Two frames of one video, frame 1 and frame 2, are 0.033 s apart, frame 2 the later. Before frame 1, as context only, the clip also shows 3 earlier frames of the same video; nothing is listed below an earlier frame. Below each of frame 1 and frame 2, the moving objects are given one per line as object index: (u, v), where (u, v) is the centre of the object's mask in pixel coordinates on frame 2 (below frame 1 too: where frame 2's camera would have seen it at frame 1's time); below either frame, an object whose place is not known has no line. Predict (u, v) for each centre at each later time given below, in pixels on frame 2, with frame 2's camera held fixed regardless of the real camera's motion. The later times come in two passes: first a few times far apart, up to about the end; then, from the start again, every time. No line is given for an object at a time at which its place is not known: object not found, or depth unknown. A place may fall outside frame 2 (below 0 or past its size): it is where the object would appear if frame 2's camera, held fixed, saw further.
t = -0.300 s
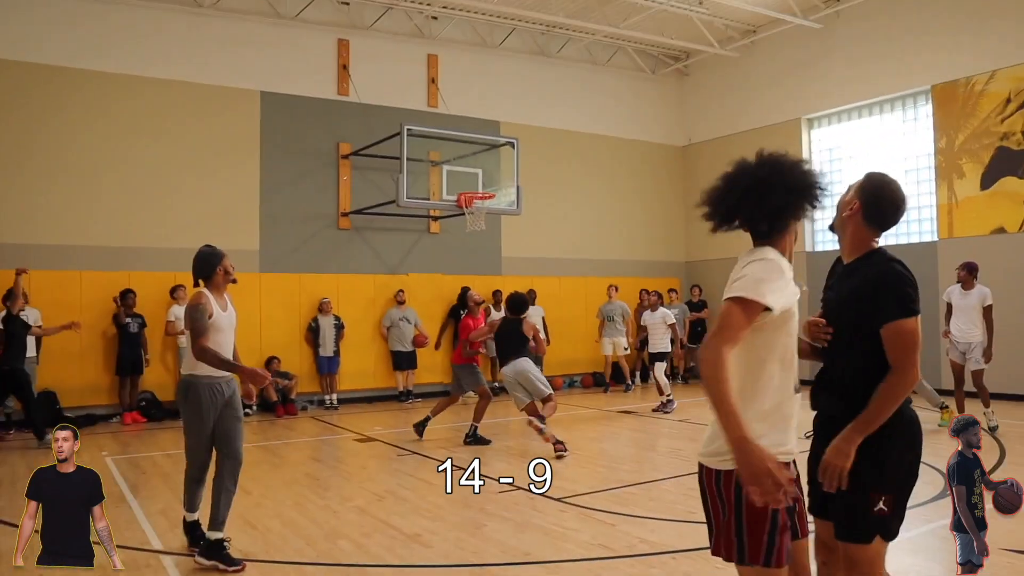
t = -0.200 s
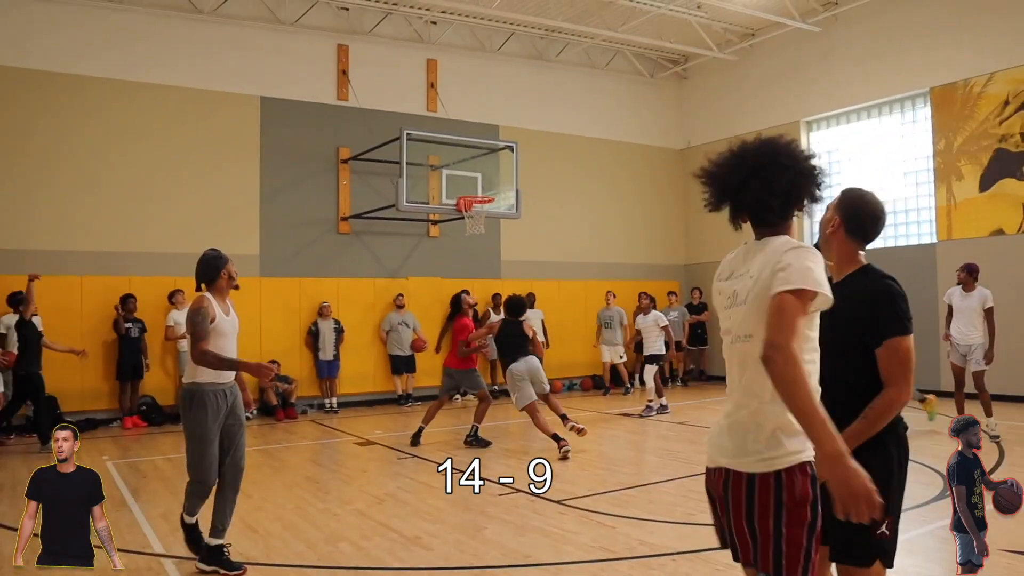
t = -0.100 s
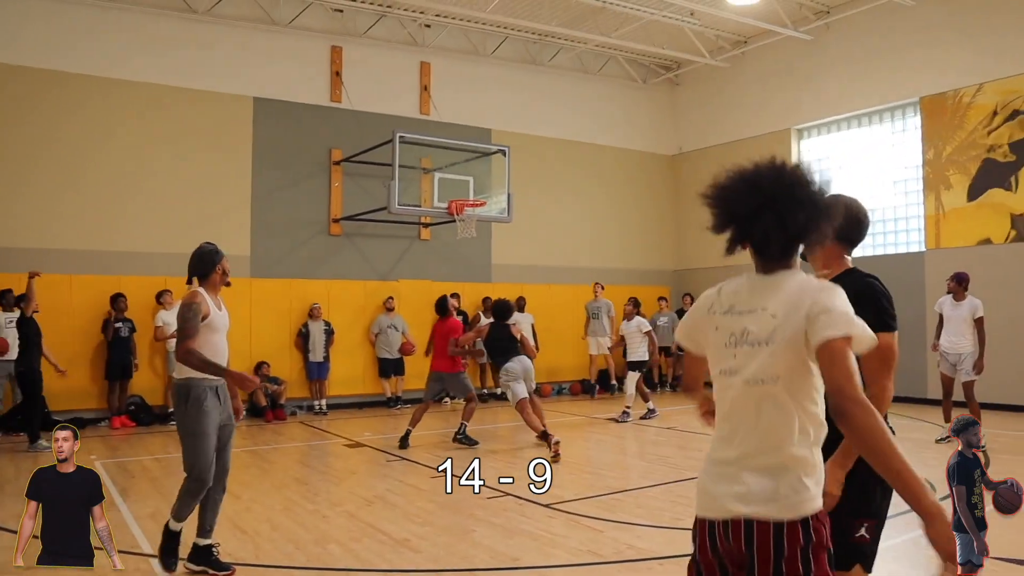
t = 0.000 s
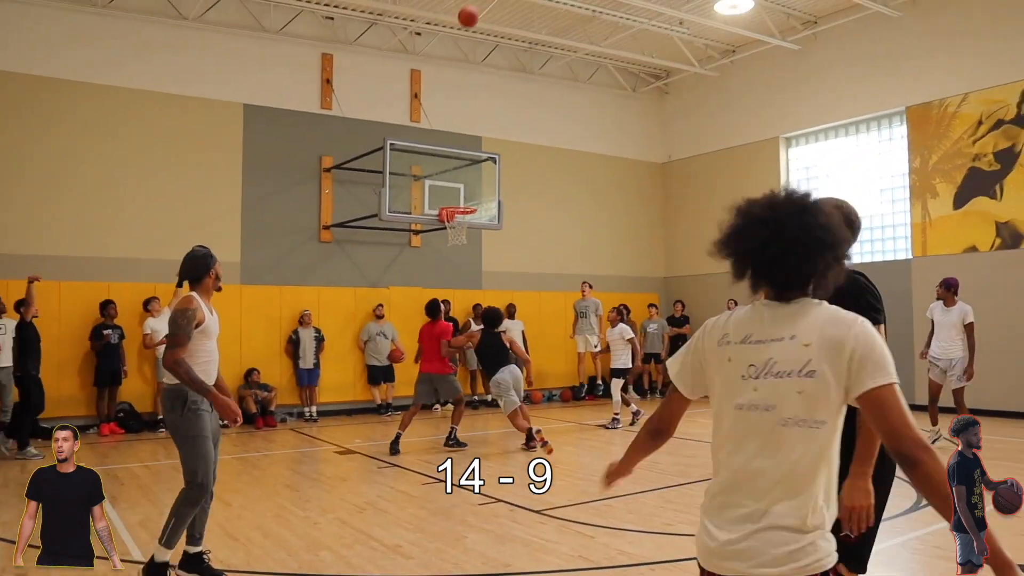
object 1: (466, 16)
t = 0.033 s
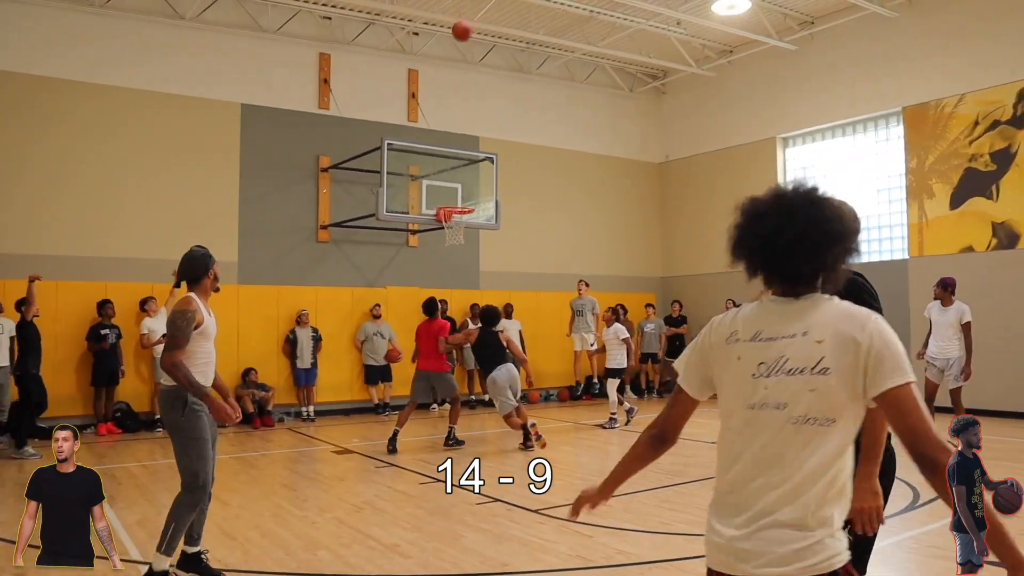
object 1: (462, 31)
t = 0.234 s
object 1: (442, 121)
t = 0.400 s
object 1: (429, 205)
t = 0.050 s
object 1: (460, 38)
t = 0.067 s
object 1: (458, 45)
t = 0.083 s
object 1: (456, 52)
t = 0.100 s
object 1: (455, 60)
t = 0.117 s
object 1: (453, 67)
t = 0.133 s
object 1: (452, 74)
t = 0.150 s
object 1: (450, 82)
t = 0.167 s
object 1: (448, 90)
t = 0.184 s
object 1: (446, 98)
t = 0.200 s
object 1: (445, 106)
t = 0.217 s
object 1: (444, 114)
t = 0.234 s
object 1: (442, 121)
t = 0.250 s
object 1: (441, 130)
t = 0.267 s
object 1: (439, 138)
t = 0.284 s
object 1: (438, 146)
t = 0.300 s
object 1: (436, 155)
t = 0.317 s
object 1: (435, 164)
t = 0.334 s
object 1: (434, 172)
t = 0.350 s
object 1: (432, 181)
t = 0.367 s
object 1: (431, 190)
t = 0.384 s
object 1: (429, 199)
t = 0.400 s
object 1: (429, 205)
